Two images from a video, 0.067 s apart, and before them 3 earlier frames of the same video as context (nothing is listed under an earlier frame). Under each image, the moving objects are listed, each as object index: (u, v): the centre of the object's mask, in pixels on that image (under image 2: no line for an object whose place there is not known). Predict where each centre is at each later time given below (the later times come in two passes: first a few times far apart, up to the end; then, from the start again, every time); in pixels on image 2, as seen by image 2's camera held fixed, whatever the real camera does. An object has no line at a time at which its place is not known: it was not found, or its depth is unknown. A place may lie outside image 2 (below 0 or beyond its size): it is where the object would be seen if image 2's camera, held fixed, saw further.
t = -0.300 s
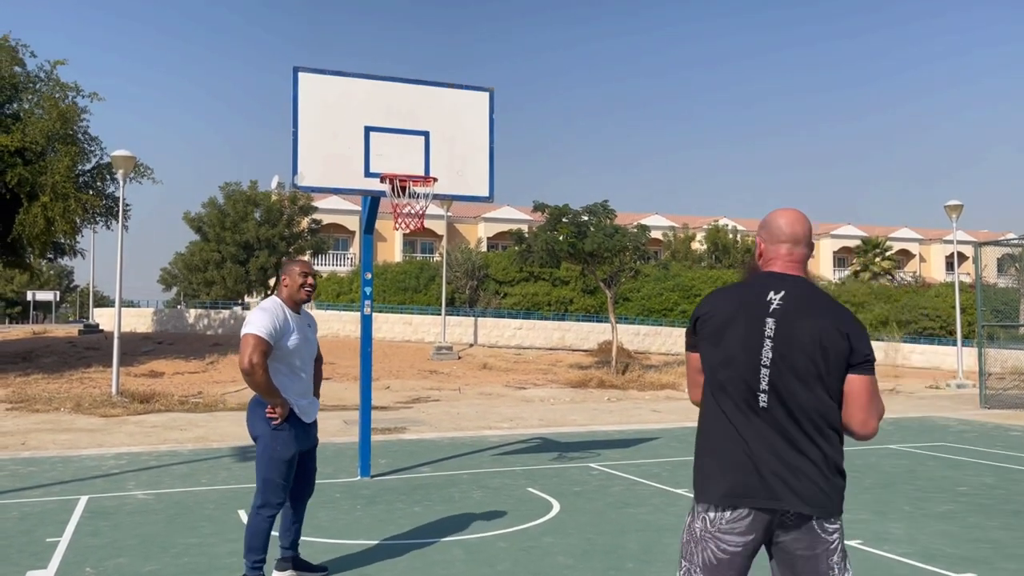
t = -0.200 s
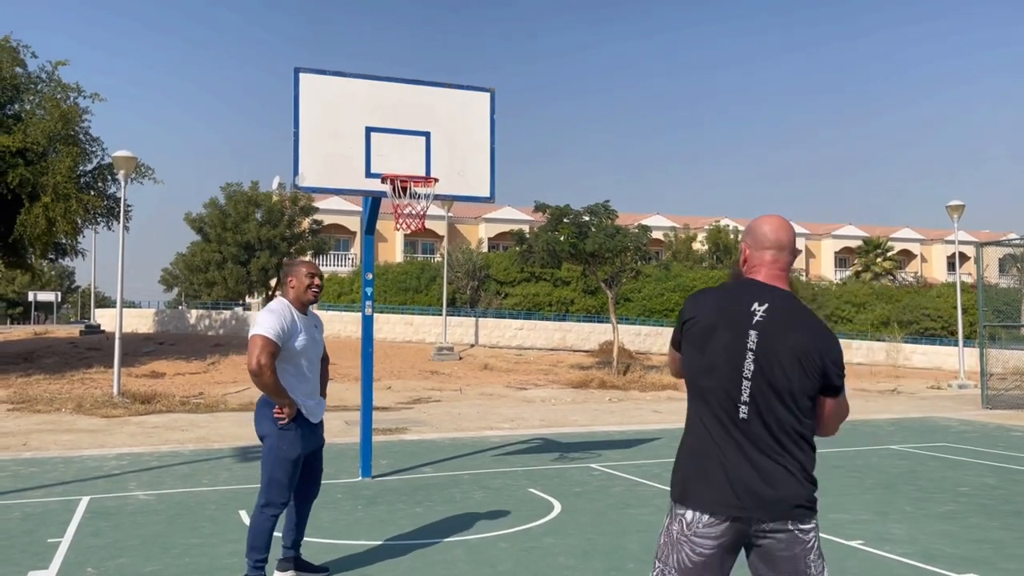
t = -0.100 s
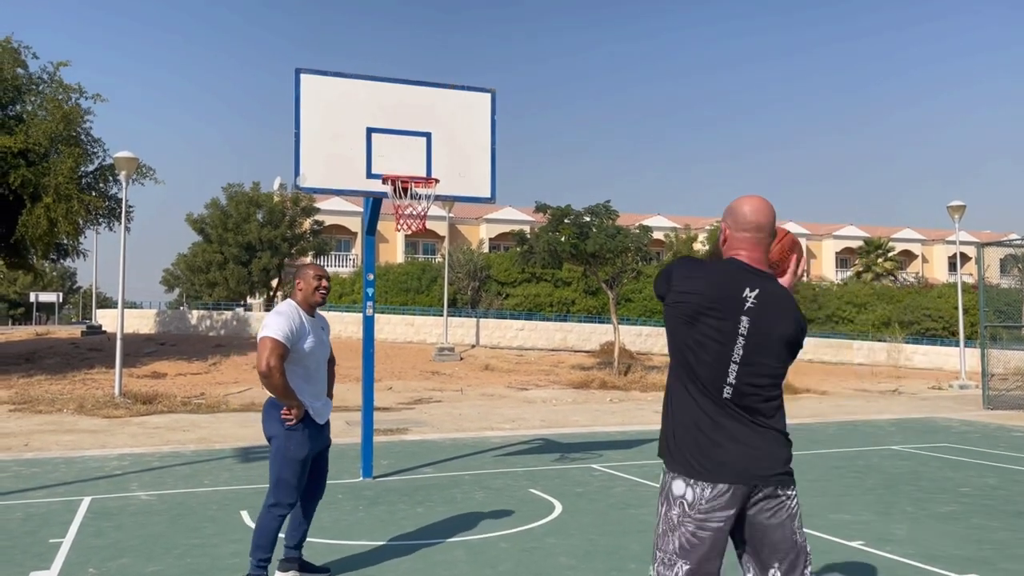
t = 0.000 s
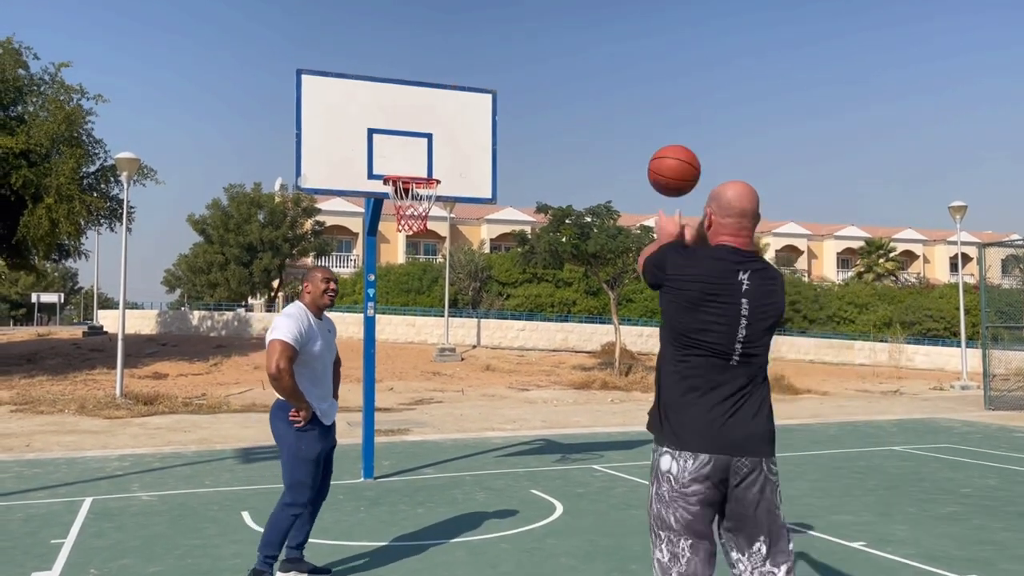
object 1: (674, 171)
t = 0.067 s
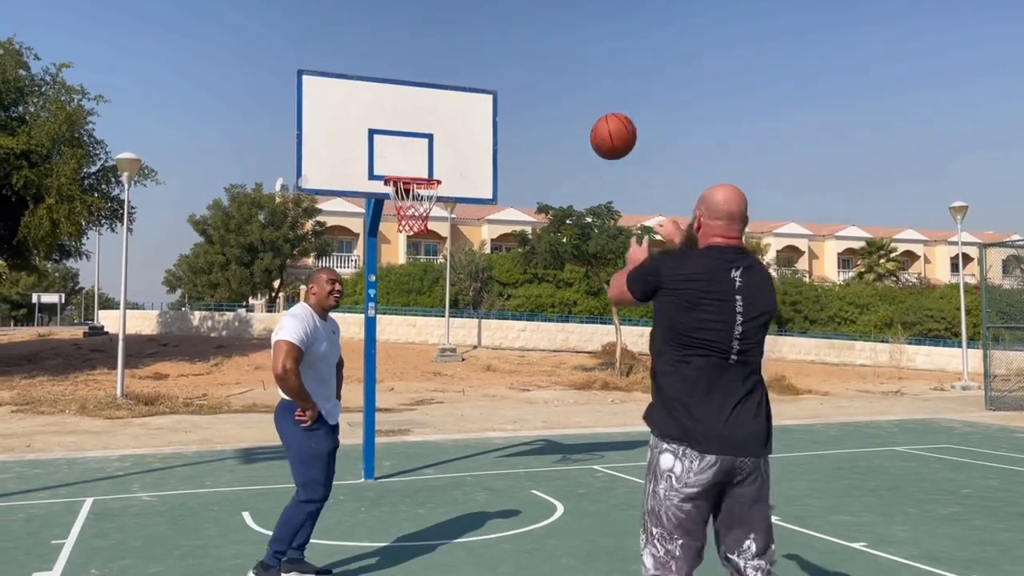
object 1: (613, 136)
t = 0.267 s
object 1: (493, 97)
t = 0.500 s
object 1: (410, 119)
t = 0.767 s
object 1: (464, 162)
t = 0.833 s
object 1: (484, 191)
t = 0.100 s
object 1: (588, 124)
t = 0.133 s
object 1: (565, 114)
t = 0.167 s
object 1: (544, 107)
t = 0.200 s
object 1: (525, 102)
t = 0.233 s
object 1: (508, 99)
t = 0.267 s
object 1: (493, 97)
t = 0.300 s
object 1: (478, 97)
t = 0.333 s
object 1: (464, 98)
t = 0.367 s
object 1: (452, 100)
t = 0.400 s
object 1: (440, 104)
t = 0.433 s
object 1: (429, 108)
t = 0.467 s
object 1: (420, 113)
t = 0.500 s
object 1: (410, 119)
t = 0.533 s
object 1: (413, 120)
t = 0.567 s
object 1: (419, 121)
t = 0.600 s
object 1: (426, 124)
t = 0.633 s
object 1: (433, 128)
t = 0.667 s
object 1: (440, 133)
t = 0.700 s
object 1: (448, 141)
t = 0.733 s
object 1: (456, 150)
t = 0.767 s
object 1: (464, 162)
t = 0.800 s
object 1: (474, 175)
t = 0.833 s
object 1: (484, 191)
